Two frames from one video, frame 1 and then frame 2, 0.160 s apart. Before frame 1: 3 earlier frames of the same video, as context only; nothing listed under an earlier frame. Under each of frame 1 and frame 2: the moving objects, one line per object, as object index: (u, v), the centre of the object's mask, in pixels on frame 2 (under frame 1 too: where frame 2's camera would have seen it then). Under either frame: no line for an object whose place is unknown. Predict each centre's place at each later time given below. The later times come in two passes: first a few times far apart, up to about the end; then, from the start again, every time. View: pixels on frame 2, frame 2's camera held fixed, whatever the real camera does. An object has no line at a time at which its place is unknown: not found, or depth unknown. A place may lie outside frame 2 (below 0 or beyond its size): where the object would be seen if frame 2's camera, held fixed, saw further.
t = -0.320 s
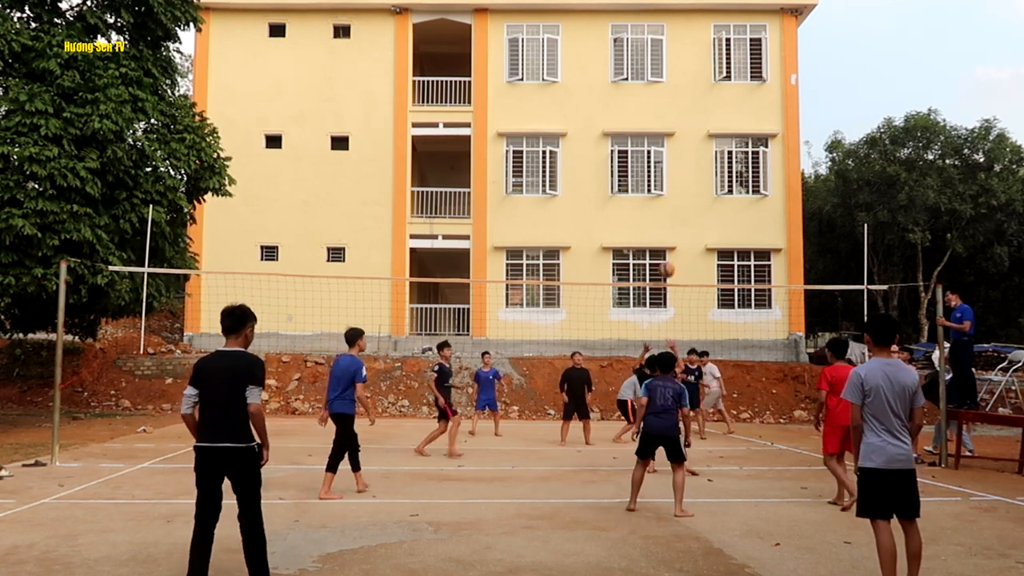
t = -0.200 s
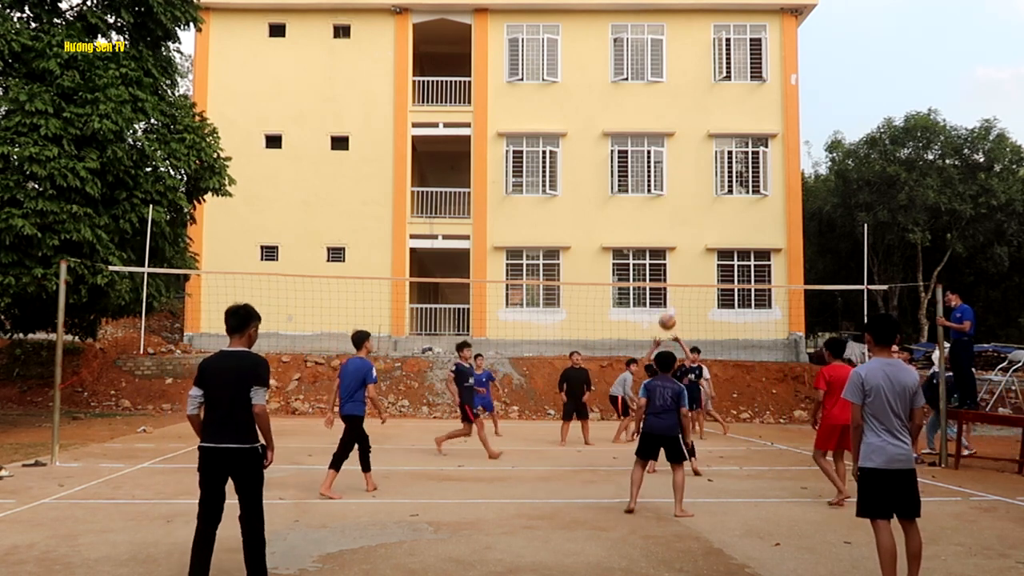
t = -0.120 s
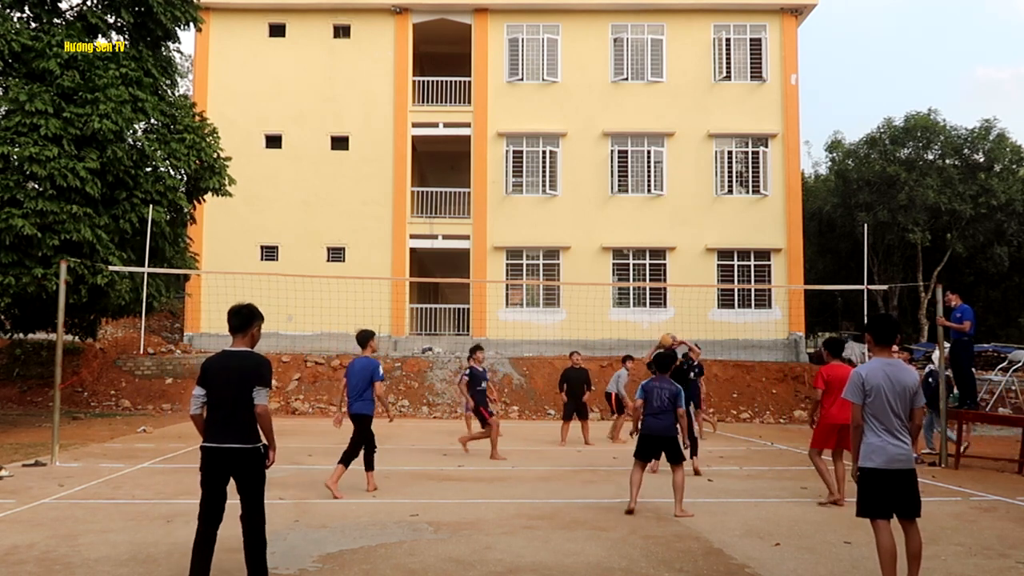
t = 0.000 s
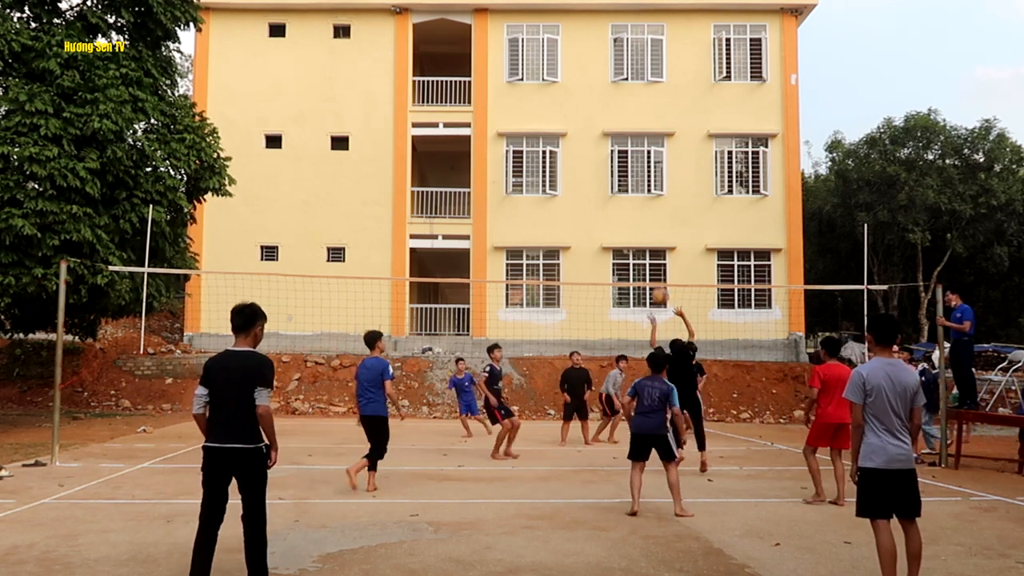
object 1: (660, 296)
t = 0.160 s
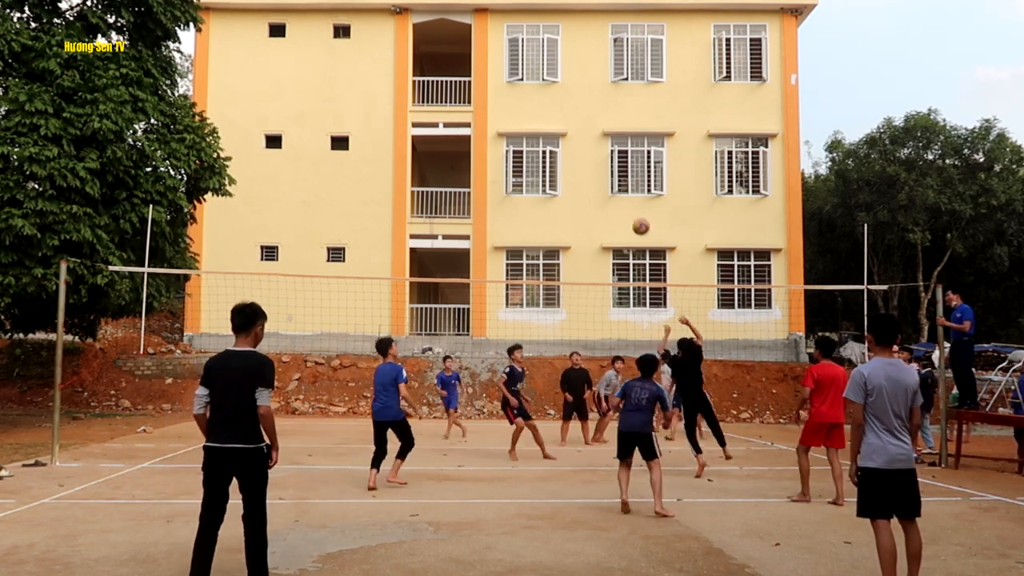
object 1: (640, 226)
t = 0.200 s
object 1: (636, 213)
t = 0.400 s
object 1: (612, 161)
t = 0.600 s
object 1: (588, 142)
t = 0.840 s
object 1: (560, 164)
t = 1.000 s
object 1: (539, 208)
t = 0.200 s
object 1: (636, 213)
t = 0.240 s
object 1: (631, 200)
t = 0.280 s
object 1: (626, 188)
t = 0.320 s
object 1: (622, 177)
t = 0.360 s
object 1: (617, 169)
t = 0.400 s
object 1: (612, 161)
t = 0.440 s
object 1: (607, 155)
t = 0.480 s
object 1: (603, 150)
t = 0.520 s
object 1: (598, 146)
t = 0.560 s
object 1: (593, 144)
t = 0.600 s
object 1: (588, 142)
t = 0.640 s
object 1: (583, 143)
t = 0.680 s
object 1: (579, 144)
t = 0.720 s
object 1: (574, 147)
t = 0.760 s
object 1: (569, 151)
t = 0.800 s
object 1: (565, 157)
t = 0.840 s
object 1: (560, 164)
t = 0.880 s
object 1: (555, 173)
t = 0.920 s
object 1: (550, 183)
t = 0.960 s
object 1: (545, 195)
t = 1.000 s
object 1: (539, 208)
